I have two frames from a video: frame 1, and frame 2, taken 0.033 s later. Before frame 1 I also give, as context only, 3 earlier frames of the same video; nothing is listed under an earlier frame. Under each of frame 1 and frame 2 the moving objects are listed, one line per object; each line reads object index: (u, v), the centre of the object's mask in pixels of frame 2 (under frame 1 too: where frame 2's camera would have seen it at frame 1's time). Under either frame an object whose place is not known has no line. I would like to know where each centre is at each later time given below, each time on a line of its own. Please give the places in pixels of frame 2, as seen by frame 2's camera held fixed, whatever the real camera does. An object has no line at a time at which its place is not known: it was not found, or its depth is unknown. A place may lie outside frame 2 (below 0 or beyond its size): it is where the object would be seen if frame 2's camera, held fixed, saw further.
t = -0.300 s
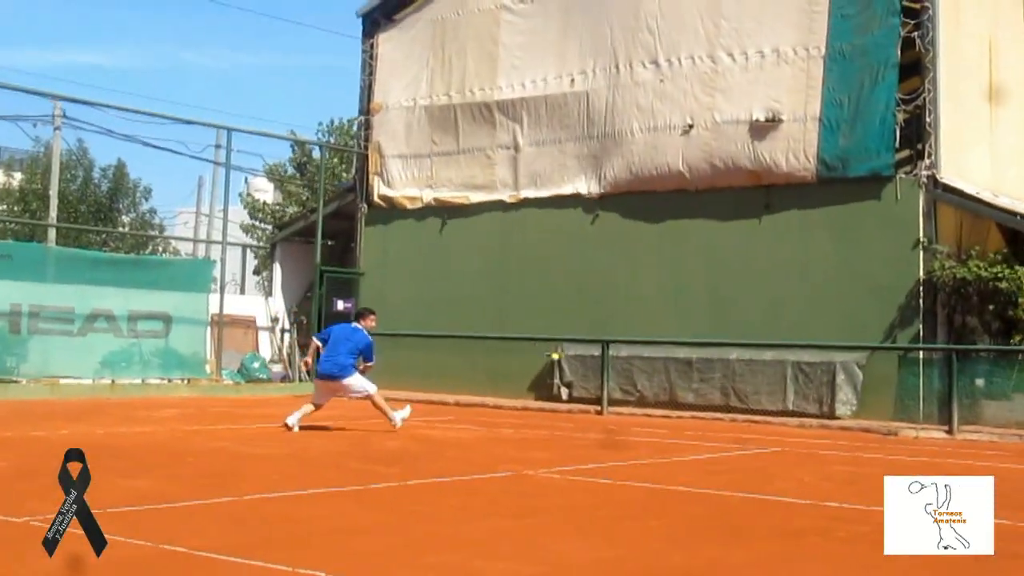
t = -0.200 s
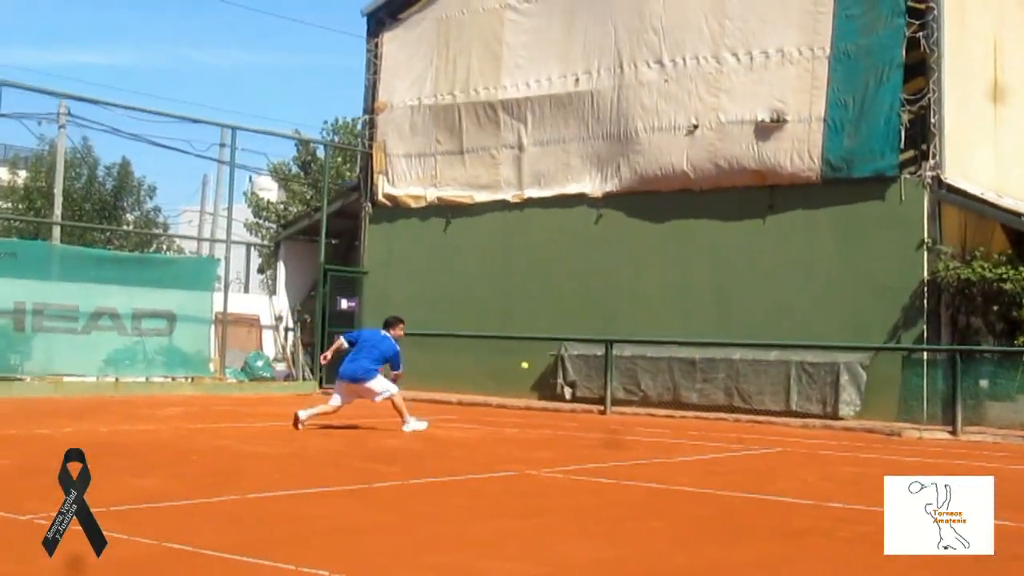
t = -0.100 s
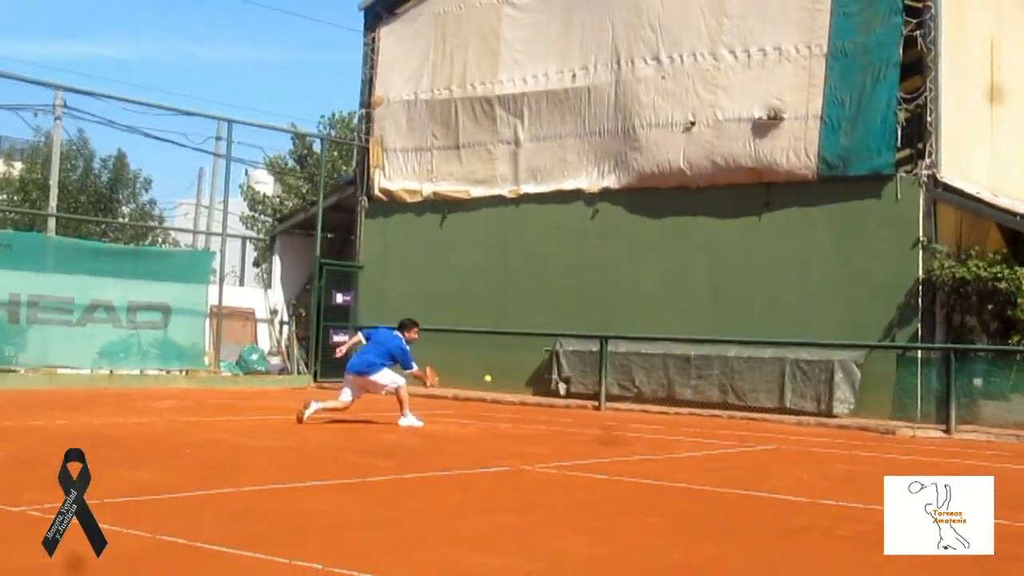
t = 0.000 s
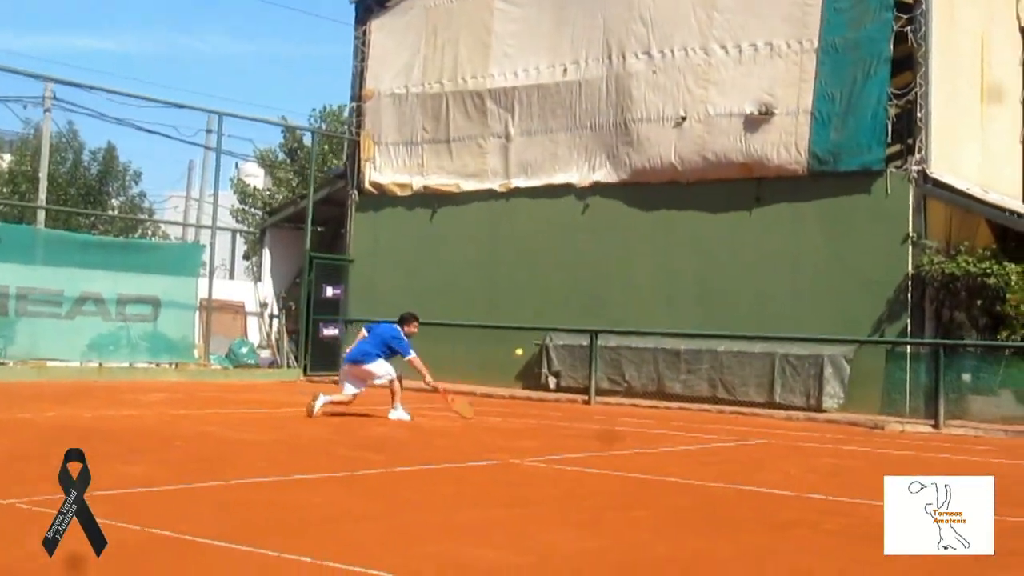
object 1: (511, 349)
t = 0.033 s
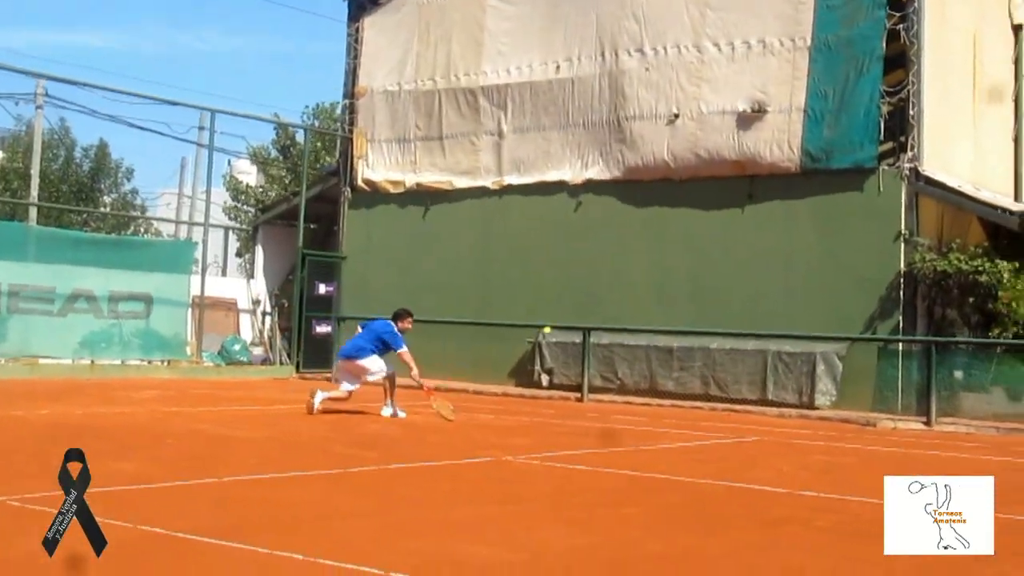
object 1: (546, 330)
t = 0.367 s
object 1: (974, 143)
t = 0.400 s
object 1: (1025, 122)
